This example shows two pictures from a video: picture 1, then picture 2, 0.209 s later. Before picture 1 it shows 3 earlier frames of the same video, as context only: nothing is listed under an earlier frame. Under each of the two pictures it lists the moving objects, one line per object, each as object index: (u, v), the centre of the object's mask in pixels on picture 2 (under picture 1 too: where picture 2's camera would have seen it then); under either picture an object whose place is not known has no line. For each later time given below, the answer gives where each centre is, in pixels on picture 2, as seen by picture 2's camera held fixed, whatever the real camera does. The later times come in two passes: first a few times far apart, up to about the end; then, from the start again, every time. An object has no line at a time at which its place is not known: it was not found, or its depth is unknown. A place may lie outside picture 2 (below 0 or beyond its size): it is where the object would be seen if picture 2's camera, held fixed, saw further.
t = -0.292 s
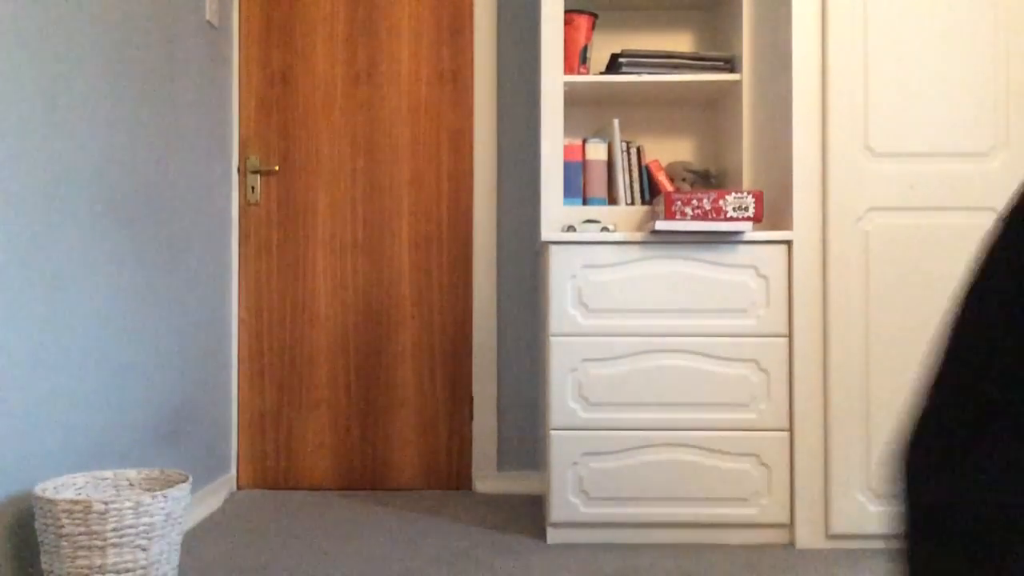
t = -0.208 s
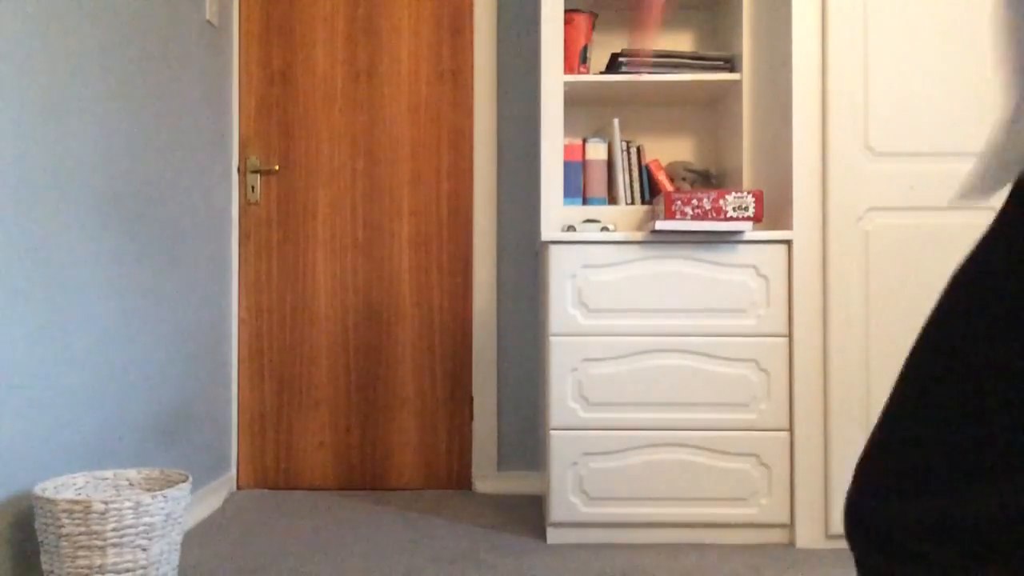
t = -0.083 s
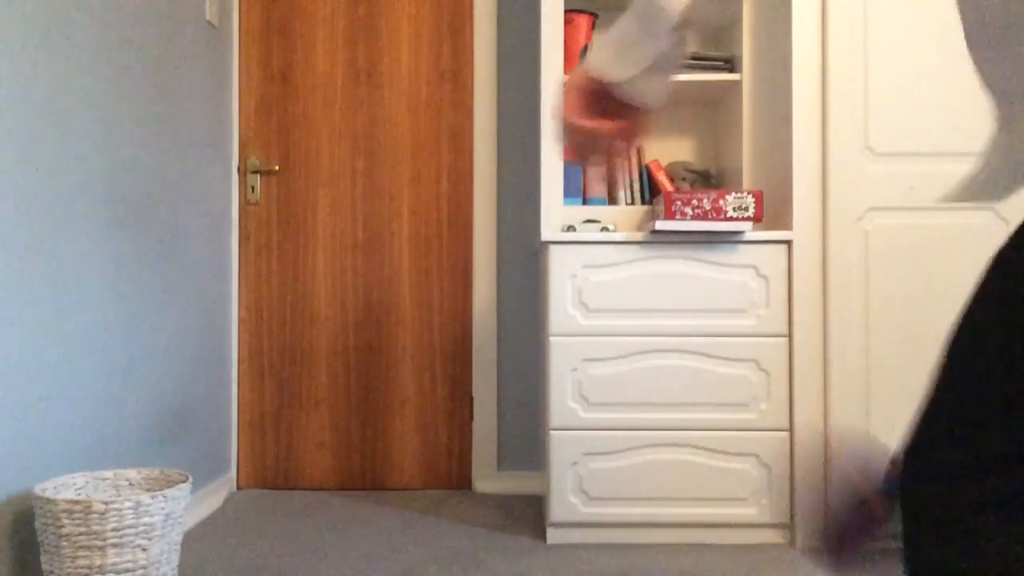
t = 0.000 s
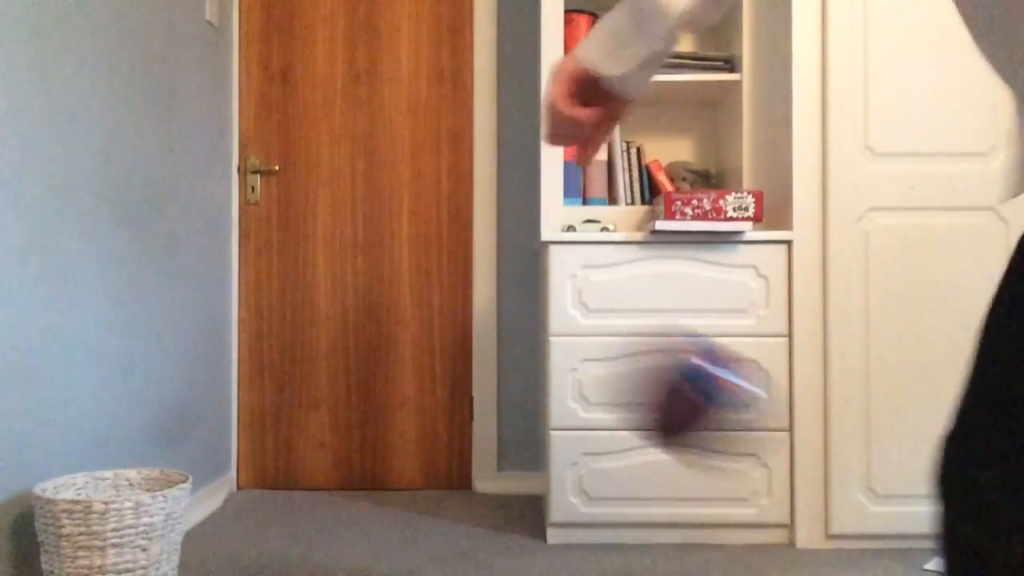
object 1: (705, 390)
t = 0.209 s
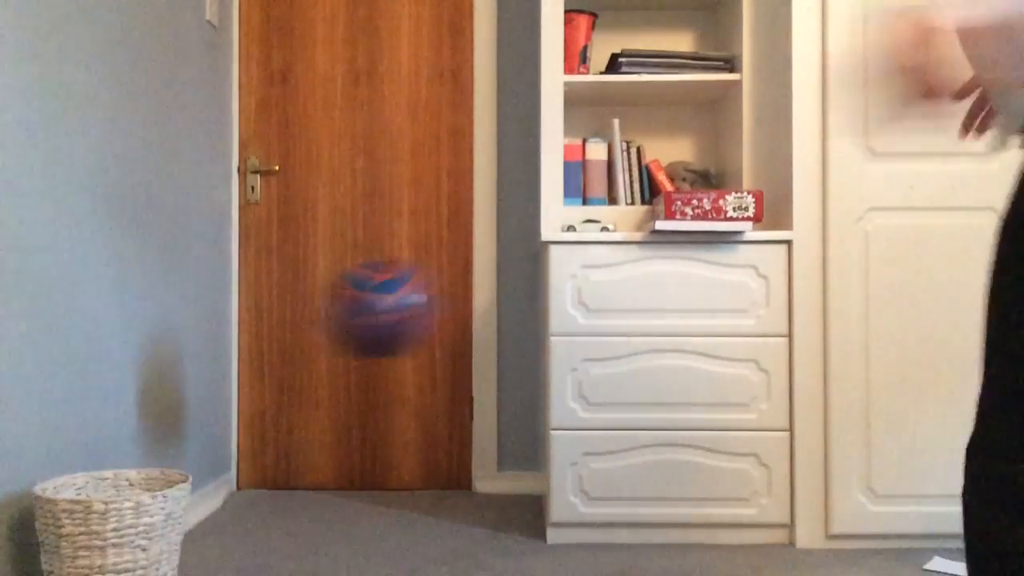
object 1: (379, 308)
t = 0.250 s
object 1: (338, 316)
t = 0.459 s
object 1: (280, 448)
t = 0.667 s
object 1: (464, 420)
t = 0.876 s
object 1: (412, 410)
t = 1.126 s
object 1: (308, 444)
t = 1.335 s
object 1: (271, 465)
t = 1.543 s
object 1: (258, 467)
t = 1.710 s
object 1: (278, 466)
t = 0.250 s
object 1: (338, 316)
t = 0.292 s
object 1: (292, 333)
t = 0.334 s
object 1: (254, 351)
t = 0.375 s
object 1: (212, 379)
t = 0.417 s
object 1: (233, 409)
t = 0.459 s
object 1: (280, 448)
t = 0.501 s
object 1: (325, 482)
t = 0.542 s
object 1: (363, 461)
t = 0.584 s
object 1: (398, 443)
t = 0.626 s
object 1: (430, 429)
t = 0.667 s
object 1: (464, 420)
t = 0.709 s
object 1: (504, 414)
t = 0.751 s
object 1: (490, 407)
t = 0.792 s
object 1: (461, 403)
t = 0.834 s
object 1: (440, 403)
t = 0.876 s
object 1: (412, 410)
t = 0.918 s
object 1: (388, 424)
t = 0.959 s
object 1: (362, 442)
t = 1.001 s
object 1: (335, 469)
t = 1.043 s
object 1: (321, 467)
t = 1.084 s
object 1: (315, 452)
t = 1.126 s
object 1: (308, 444)
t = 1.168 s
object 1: (302, 442)
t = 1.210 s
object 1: (293, 448)
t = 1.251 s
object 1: (288, 456)
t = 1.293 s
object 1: (279, 469)
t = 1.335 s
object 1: (271, 465)
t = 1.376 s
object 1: (260, 461)
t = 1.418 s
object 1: (251, 462)
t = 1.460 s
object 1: (249, 465)
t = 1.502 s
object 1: (254, 467)
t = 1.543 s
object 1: (258, 467)
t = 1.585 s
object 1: (264, 466)
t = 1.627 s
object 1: (269, 466)
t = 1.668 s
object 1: (274, 466)
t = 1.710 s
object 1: (278, 466)
